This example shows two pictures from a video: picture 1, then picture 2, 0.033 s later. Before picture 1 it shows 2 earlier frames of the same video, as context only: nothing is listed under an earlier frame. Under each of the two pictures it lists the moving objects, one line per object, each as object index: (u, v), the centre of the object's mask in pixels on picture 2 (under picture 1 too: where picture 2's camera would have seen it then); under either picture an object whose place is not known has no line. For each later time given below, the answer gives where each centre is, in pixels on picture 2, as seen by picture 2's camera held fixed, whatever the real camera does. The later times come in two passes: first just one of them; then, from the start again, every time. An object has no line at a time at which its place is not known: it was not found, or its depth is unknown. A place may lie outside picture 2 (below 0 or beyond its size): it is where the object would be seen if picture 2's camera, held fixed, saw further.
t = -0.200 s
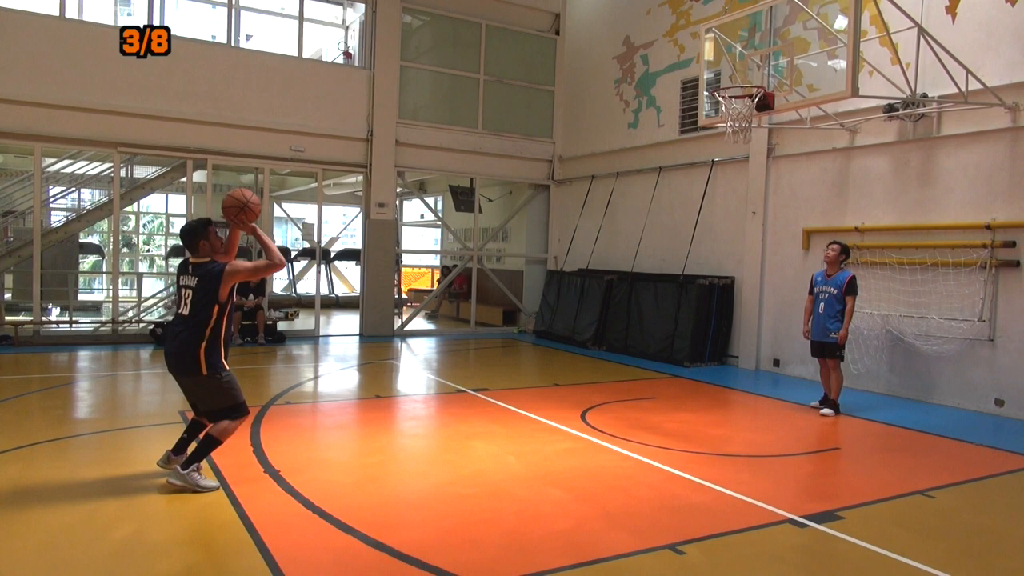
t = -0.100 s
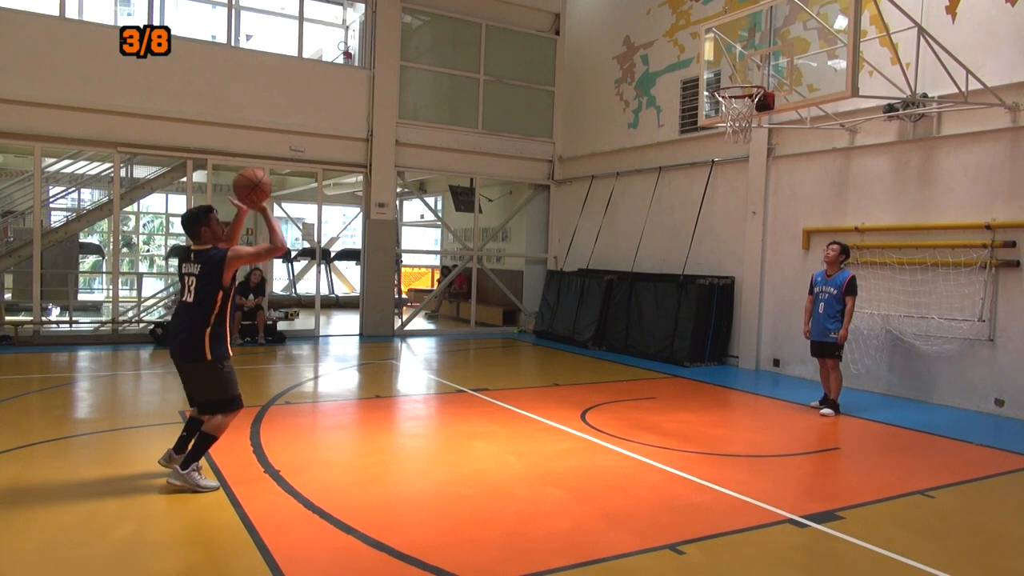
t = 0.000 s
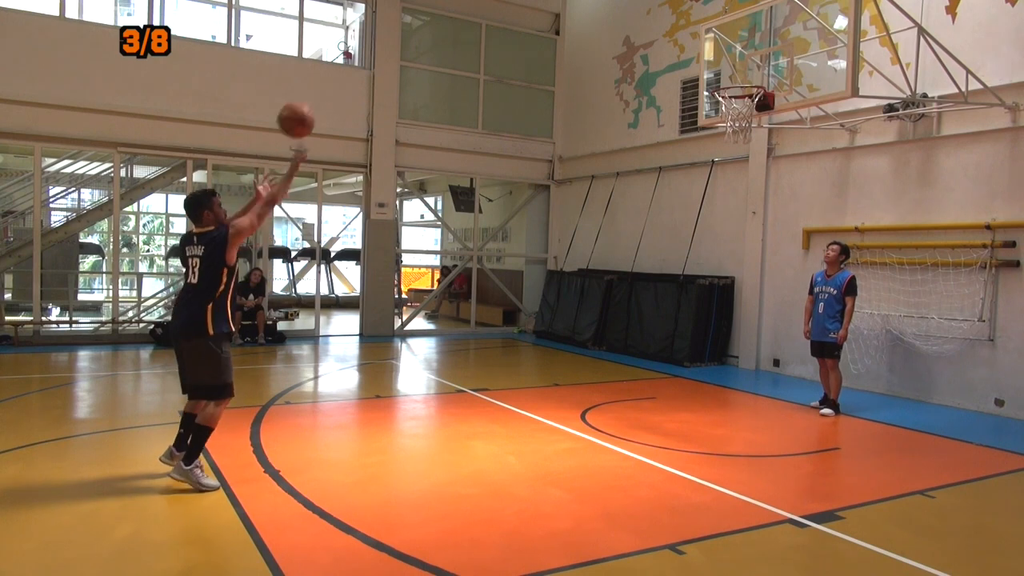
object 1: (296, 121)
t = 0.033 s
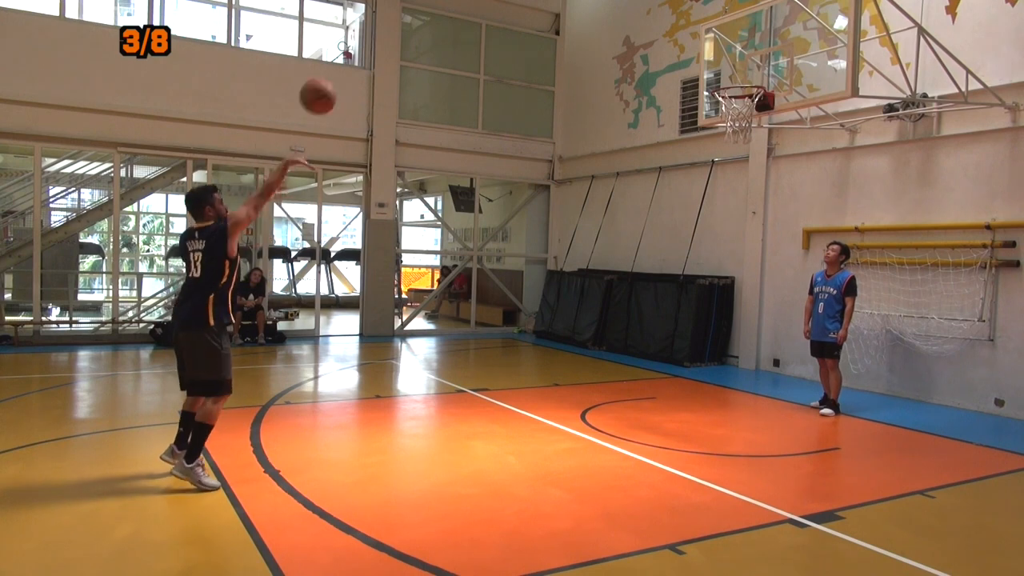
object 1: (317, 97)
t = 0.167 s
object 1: (399, 22)
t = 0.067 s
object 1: (339, 75)
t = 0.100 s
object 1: (359, 56)
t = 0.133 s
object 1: (380, 38)
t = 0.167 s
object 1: (399, 22)
